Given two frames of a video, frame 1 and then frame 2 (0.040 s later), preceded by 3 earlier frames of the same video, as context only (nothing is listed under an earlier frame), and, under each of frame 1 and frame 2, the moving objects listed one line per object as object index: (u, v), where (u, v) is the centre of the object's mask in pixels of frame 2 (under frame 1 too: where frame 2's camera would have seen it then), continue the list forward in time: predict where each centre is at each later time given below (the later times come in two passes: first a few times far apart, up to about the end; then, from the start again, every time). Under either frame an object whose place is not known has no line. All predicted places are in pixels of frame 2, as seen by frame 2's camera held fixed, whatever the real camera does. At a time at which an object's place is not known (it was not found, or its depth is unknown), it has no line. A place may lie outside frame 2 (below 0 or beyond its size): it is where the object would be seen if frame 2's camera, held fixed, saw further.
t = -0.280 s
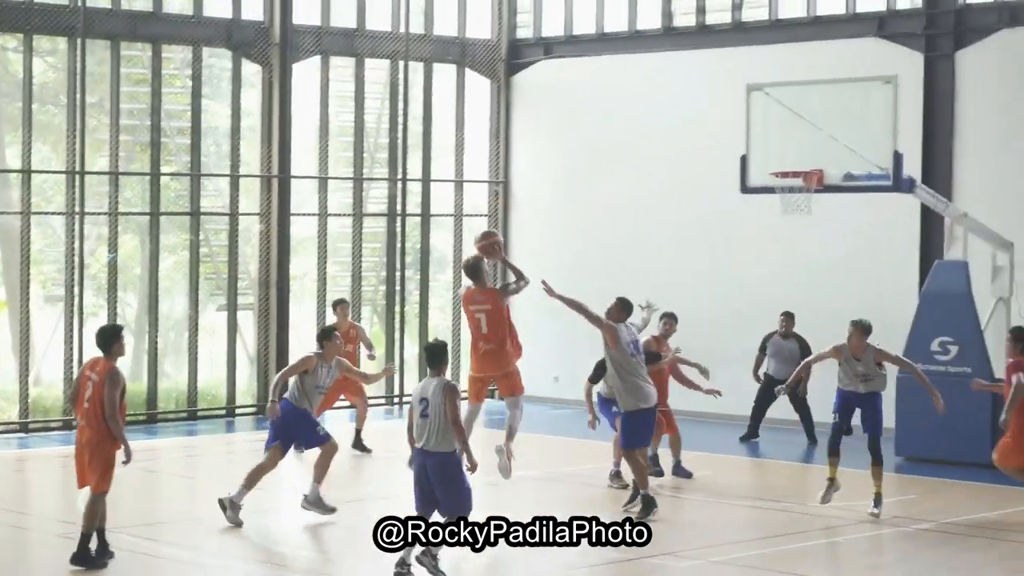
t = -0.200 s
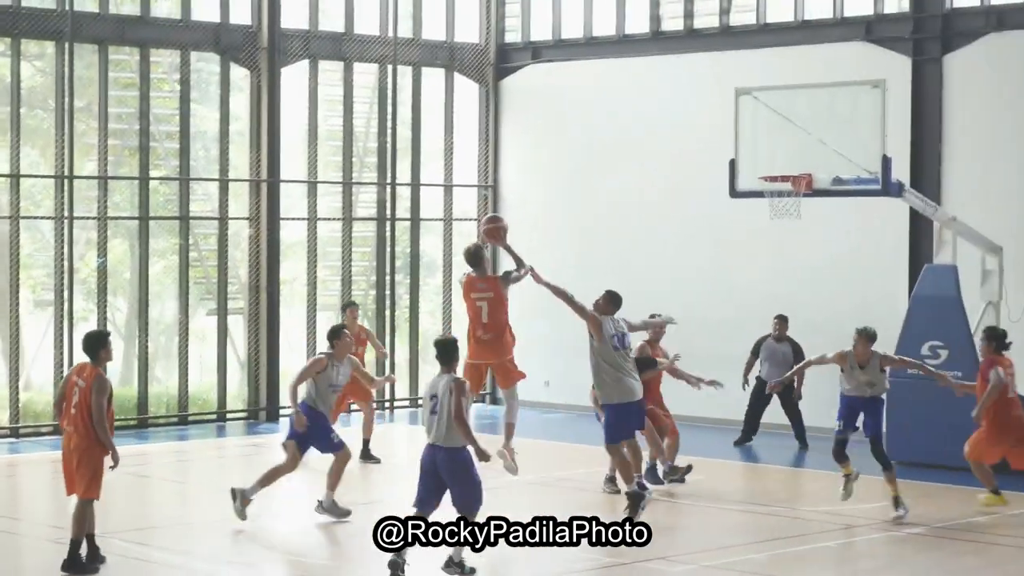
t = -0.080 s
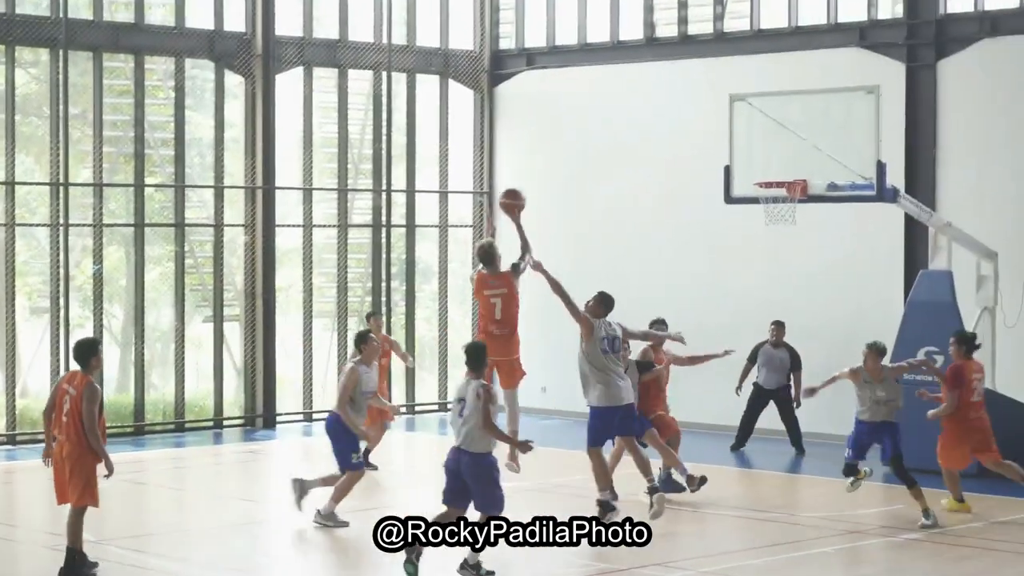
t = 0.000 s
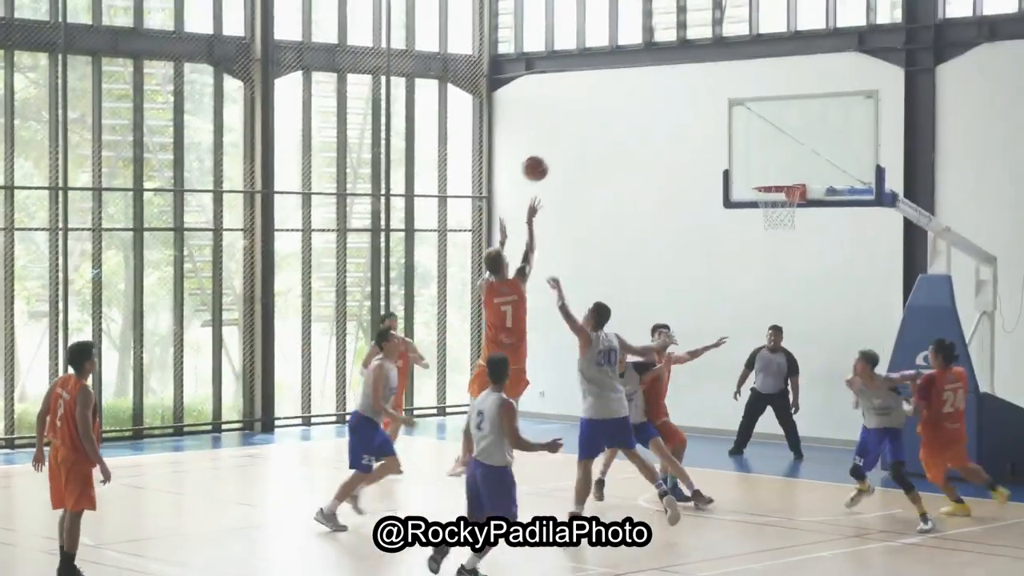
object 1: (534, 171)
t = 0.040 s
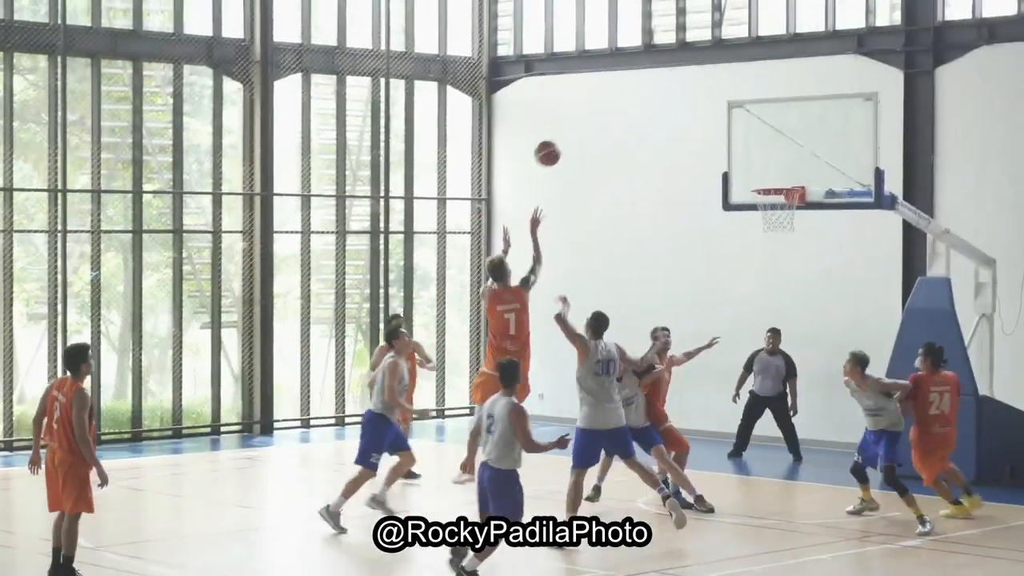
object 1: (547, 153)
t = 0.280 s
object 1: (622, 91)
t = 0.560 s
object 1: (702, 97)
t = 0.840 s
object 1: (773, 180)
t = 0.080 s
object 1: (560, 138)
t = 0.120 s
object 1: (572, 125)
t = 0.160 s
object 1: (585, 113)
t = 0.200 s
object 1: (597, 104)
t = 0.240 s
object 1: (610, 96)
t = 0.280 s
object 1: (622, 91)
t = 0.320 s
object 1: (634, 87)
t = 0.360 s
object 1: (646, 84)
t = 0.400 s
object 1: (658, 83)
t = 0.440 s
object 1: (669, 85)
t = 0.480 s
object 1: (680, 87)
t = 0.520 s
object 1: (692, 92)
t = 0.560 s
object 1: (702, 97)
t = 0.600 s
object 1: (713, 105)
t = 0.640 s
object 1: (723, 115)
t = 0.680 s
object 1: (733, 125)
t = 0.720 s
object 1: (744, 137)
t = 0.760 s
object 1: (754, 151)
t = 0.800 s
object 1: (764, 166)
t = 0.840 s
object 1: (773, 180)
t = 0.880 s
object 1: (771, 180)
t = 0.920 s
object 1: (763, 179)
